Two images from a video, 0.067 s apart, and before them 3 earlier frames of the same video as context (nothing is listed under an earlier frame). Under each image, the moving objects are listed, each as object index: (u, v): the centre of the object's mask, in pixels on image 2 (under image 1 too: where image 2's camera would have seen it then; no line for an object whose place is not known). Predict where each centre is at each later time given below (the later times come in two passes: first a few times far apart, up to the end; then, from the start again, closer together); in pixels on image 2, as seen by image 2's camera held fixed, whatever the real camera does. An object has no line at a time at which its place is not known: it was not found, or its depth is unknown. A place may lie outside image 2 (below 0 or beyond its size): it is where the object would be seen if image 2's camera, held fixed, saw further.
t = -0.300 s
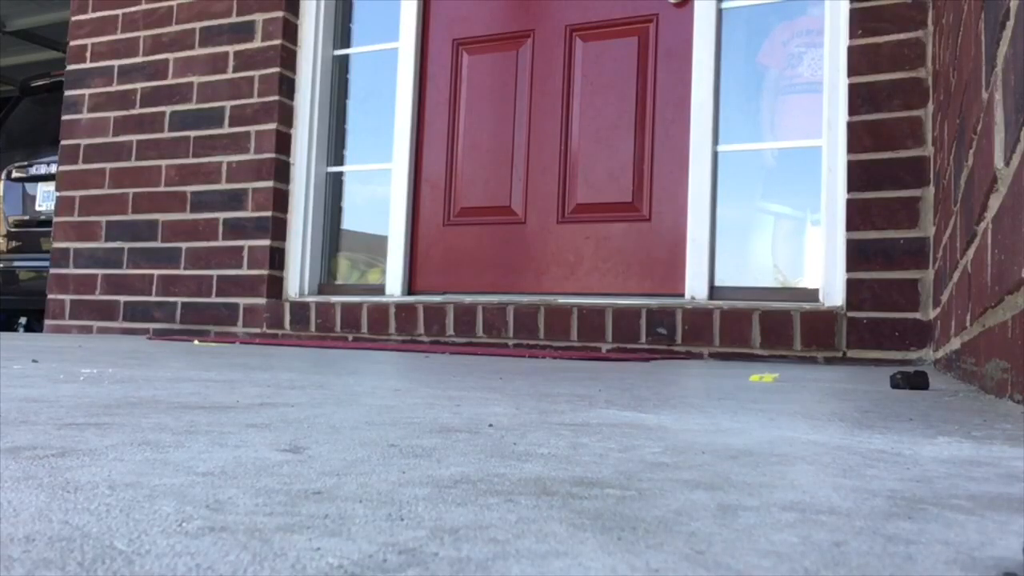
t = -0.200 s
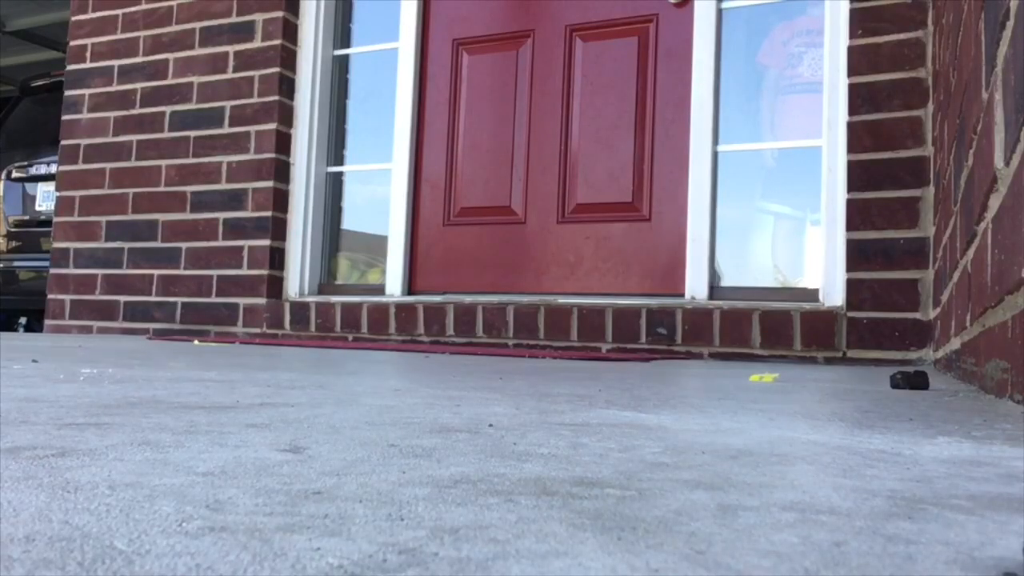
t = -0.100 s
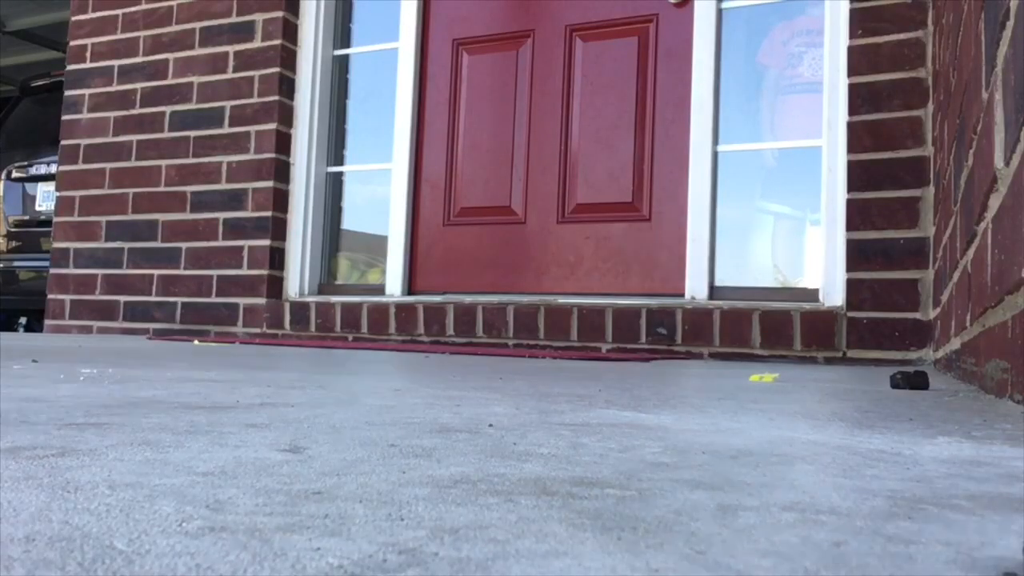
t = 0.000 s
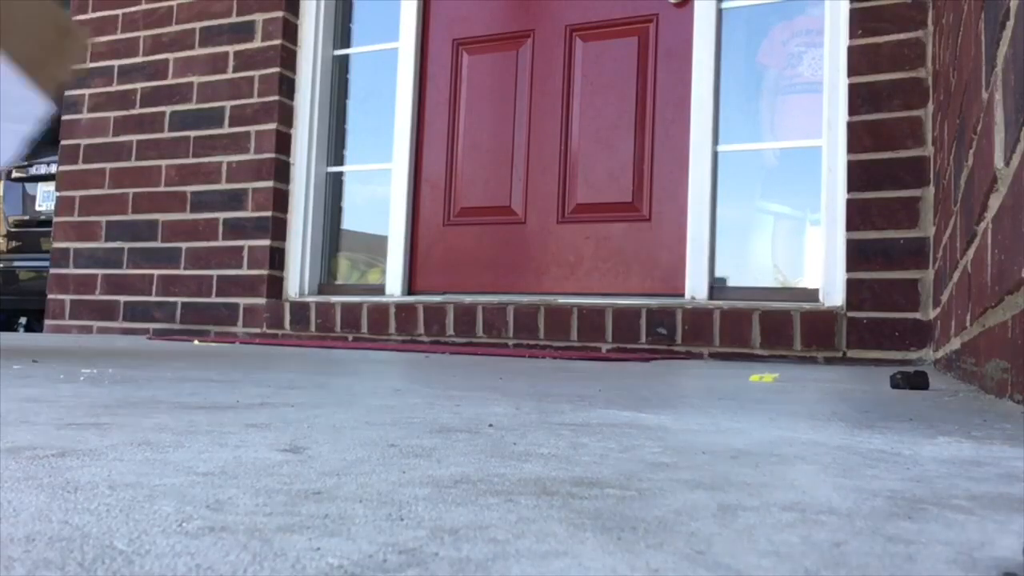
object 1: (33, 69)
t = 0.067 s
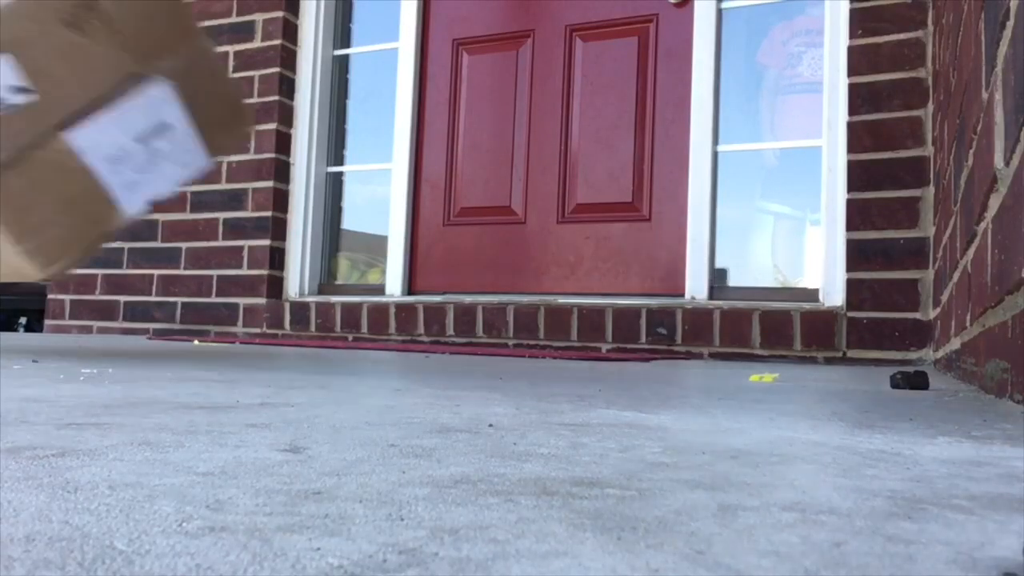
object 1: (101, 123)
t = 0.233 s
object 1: (322, 257)
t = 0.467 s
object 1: (462, 286)
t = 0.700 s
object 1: (480, 289)
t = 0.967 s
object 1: (480, 289)
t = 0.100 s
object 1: (137, 139)
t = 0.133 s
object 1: (171, 169)
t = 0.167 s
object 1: (220, 194)
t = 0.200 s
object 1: (272, 223)
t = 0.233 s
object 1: (322, 257)
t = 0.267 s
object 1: (357, 276)
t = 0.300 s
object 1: (383, 278)
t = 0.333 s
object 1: (407, 282)
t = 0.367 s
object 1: (428, 285)
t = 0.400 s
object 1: (440, 283)
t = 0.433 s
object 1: (452, 283)
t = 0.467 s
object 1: (462, 286)
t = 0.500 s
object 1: (469, 288)
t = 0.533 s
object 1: (475, 288)
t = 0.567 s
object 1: (479, 289)
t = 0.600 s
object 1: (480, 288)
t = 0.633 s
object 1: (480, 289)
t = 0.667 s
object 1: (480, 289)
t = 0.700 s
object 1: (480, 289)
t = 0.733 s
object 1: (480, 289)
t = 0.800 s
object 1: (480, 289)
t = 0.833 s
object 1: (480, 289)
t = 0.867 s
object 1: (480, 289)
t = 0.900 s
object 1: (480, 289)
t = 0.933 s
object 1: (480, 289)
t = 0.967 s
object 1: (480, 289)
